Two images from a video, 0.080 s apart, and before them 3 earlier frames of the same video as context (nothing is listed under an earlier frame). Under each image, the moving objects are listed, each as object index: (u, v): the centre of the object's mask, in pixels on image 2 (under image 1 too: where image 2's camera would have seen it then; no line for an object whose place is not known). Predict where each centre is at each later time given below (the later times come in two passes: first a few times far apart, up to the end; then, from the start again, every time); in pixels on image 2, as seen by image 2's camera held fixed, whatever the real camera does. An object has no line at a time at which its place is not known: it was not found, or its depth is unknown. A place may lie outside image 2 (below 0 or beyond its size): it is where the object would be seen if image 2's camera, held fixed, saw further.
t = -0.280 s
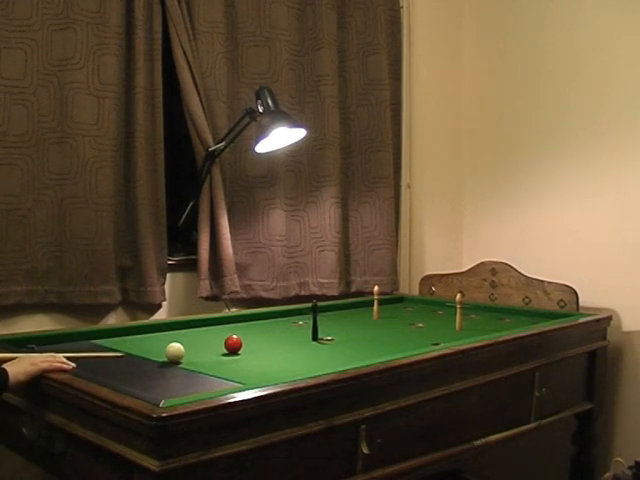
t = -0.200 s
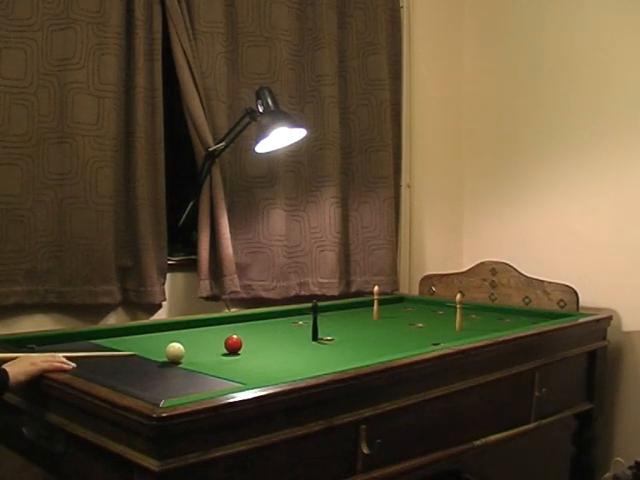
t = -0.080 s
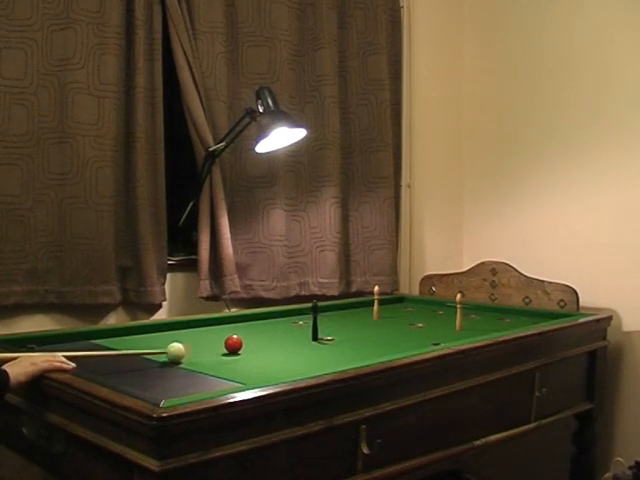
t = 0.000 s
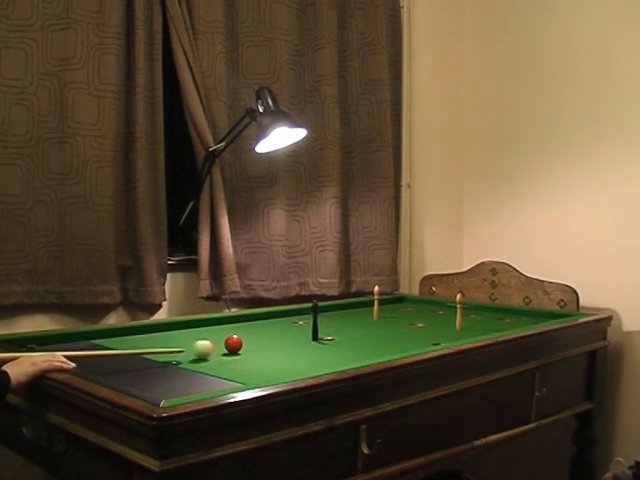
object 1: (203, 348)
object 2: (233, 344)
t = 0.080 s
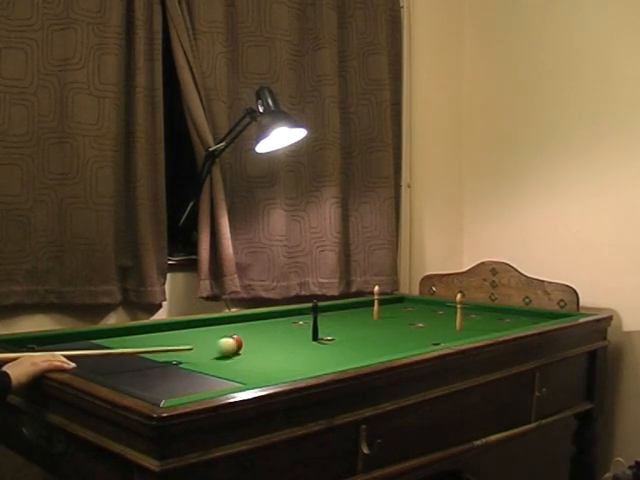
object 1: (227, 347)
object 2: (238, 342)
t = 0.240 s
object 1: (261, 347)
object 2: (243, 340)
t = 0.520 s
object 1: (320, 347)
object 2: (257, 334)
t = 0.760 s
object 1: (366, 346)
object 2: (267, 329)
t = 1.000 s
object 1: (409, 343)
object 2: (276, 326)
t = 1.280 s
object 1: (436, 340)
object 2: (286, 322)
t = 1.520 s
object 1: (437, 337)
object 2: (292, 319)
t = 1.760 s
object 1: (439, 339)
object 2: (298, 317)
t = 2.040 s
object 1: (442, 340)
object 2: (300, 322)
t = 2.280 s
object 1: (442, 340)
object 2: (300, 322)
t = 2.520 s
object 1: (441, 340)
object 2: (300, 321)
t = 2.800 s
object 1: (440, 341)
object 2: (300, 322)
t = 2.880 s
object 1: (440, 340)
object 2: (300, 322)
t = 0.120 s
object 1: (235, 347)
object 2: (237, 336)
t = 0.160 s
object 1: (244, 347)
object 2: (236, 338)
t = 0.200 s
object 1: (253, 347)
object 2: (239, 340)
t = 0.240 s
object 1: (261, 347)
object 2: (243, 340)
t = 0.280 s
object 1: (270, 347)
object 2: (245, 339)
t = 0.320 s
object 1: (279, 347)
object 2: (247, 338)
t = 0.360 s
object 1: (287, 347)
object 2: (249, 337)
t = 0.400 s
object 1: (295, 347)
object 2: (251, 336)
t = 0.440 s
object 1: (304, 347)
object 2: (253, 335)
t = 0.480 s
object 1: (311, 347)
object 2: (255, 335)
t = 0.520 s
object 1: (320, 347)
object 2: (257, 334)
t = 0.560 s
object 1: (328, 346)
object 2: (259, 333)
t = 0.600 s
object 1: (336, 346)
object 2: (260, 332)
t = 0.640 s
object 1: (344, 346)
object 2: (262, 332)
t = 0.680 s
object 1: (351, 346)
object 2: (264, 331)
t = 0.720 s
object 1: (359, 346)
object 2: (266, 330)
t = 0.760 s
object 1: (366, 346)
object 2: (267, 329)
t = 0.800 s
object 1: (374, 346)
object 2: (269, 329)
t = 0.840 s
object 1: (381, 346)
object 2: (270, 328)
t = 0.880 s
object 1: (388, 345)
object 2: (272, 327)
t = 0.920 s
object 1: (395, 345)
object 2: (273, 327)
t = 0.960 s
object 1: (402, 344)
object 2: (275, 326)
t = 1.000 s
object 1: (409, 343)
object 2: (276, 326)
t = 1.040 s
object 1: (416, 343)
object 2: (278, 325)
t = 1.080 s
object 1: (423, 343)
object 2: (279, 324)
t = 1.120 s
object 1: (429, 342)
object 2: (281, 324)
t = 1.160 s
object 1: (436, 342)
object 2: (282, 323)
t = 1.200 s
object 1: (436, 341)
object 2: (283, 323)
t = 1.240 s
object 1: (436, 341)
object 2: (284, 322)
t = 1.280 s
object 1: (436, 340)
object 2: (286, 322)
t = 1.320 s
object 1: (436, 340)
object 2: (287, 321)
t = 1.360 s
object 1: (437, 339)
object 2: (288, 321)
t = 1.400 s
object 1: (437, 339)
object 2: (289, 320)
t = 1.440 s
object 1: (437, 338)
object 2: (290, 320)
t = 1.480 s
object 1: (437, 338)
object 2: (292, 319)
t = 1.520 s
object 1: (437, 337)
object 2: (292, 319)
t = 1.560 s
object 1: (437, 337)
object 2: (293, 319)
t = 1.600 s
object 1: (437, 337)
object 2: (294, 318)
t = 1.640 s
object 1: (437, 336)
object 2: (295, 318)
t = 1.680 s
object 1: (437, 336)
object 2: (296, 317)
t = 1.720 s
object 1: (437, 337)
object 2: (297, 317)
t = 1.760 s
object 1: (439, 339)
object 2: (298, 317)
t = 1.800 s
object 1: (441, 340)
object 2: (298, 316)
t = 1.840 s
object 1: (439, 340)
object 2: (299, 316)
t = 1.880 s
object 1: (441, 340)
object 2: (300, 317)
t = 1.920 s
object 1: (440, 340)
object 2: (300, 321)
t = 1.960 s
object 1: (442, 339)
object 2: (300, 321)
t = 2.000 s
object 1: (441, 341)
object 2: (300, 322)
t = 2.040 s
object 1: (442, 340)
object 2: (300, 322)
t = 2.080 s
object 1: (440, 340)
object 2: (300, 322)
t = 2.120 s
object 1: (440, 340)
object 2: (300, 322)
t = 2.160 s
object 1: (440, 340)
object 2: (300, 322)
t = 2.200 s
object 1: (441, 339)
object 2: (300, 322)
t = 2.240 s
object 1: (441, 340)
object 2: (300, 322)
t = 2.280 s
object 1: (442, 340)
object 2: (300, 322)
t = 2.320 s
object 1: (441, 340)
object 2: (300, 322)
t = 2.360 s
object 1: (440, 340)
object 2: (300, 322)
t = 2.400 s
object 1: (440, 340)
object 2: (300, 322)
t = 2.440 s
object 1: (441, 340)
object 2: (300, 322)
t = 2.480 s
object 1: (441, 341)
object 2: (300, 321)
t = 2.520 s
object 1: (441, 340)
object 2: (300, 321)
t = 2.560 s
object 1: (441, 340)
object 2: (300, 322)
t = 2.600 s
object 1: (441, 341)
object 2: (300, 322)
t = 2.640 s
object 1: (440, 340)
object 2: (300, 322)
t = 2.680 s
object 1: (441, 340)
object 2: (300, 322)
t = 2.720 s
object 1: (440, 341)
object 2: (300, 322)
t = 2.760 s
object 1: (441, 340)
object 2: (300, 322)
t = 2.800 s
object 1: (440, 341)
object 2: (300, 322)
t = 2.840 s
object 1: (441, 341)
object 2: (300, 322)
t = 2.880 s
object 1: (440, 340)
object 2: (300, 322)
